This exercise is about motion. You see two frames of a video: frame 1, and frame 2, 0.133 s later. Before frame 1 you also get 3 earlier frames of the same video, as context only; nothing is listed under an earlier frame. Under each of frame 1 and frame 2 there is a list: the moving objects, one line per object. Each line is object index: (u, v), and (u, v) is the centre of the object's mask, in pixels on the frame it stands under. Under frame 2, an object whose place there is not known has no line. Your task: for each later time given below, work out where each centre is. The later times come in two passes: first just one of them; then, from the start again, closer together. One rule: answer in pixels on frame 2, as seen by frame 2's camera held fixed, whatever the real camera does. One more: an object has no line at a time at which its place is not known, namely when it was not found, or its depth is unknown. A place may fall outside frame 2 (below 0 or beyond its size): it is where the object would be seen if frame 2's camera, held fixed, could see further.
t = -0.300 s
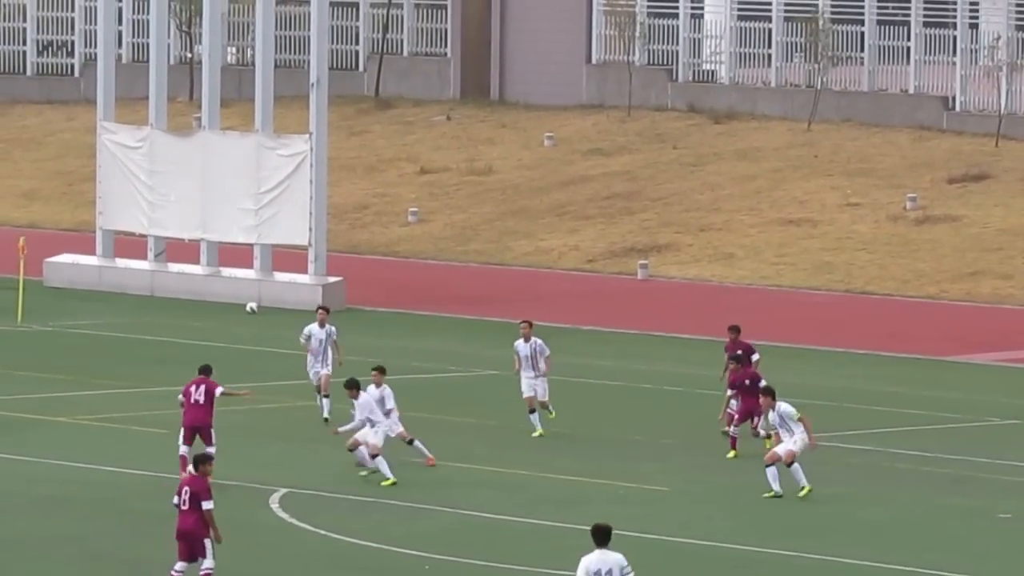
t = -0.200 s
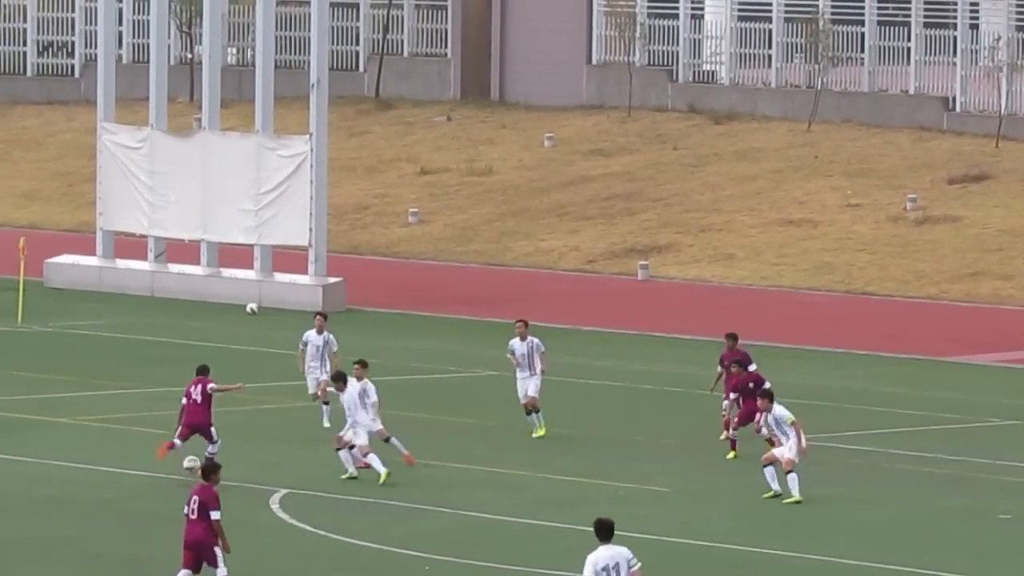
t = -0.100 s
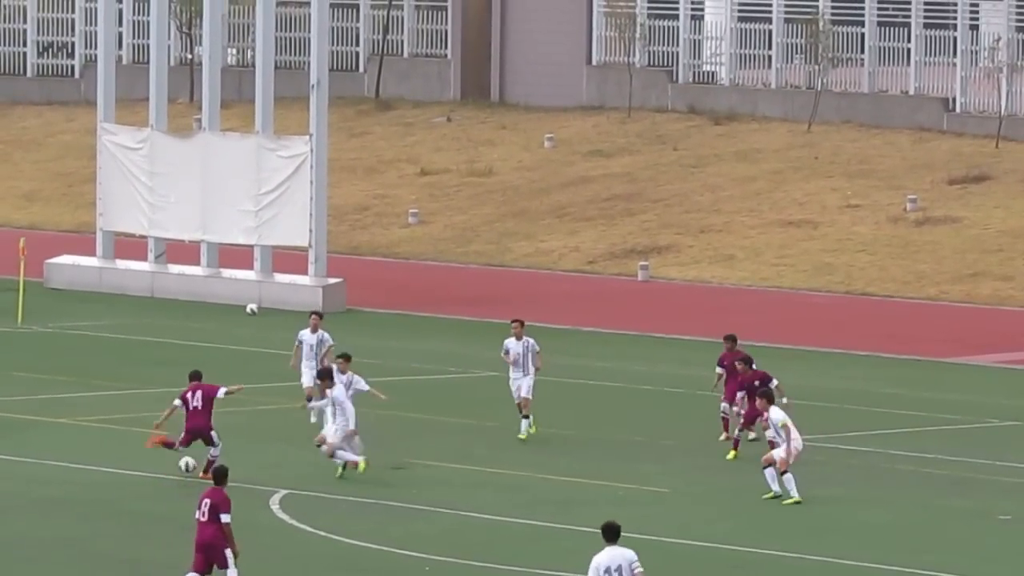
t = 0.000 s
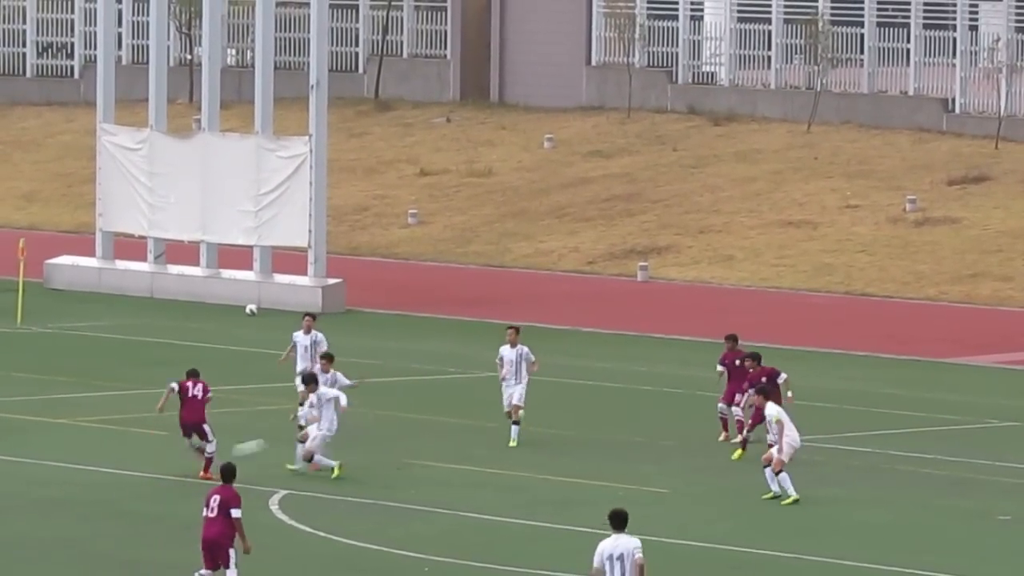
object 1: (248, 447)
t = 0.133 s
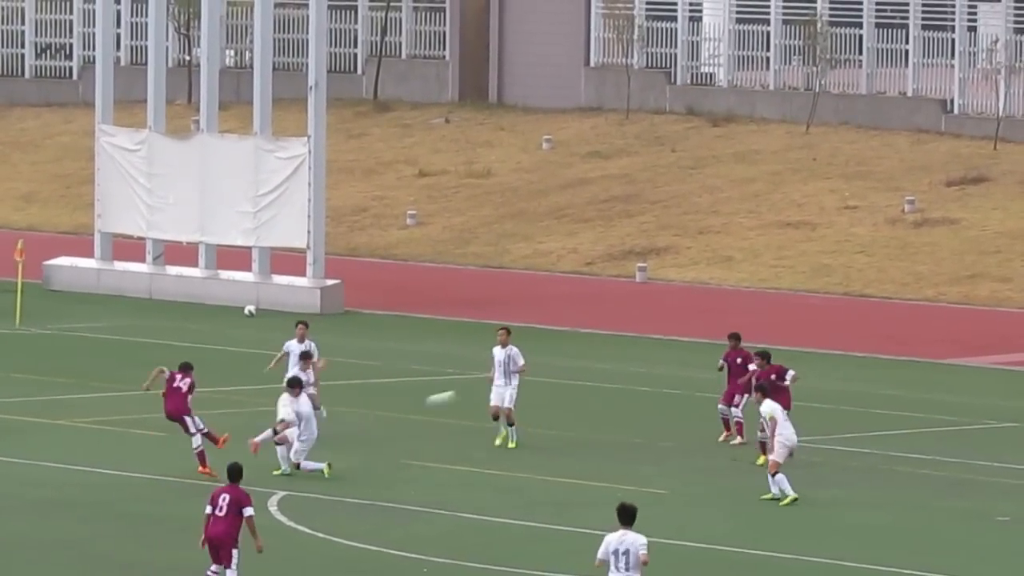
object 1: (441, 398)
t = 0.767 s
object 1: (1229, 296)
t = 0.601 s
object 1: (1030, 303)
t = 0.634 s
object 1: (1071, 300)
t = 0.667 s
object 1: (1111, 298)
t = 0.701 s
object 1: (1150, 297)
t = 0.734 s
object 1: (1190, 296)
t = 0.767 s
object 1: (1229, 296)
